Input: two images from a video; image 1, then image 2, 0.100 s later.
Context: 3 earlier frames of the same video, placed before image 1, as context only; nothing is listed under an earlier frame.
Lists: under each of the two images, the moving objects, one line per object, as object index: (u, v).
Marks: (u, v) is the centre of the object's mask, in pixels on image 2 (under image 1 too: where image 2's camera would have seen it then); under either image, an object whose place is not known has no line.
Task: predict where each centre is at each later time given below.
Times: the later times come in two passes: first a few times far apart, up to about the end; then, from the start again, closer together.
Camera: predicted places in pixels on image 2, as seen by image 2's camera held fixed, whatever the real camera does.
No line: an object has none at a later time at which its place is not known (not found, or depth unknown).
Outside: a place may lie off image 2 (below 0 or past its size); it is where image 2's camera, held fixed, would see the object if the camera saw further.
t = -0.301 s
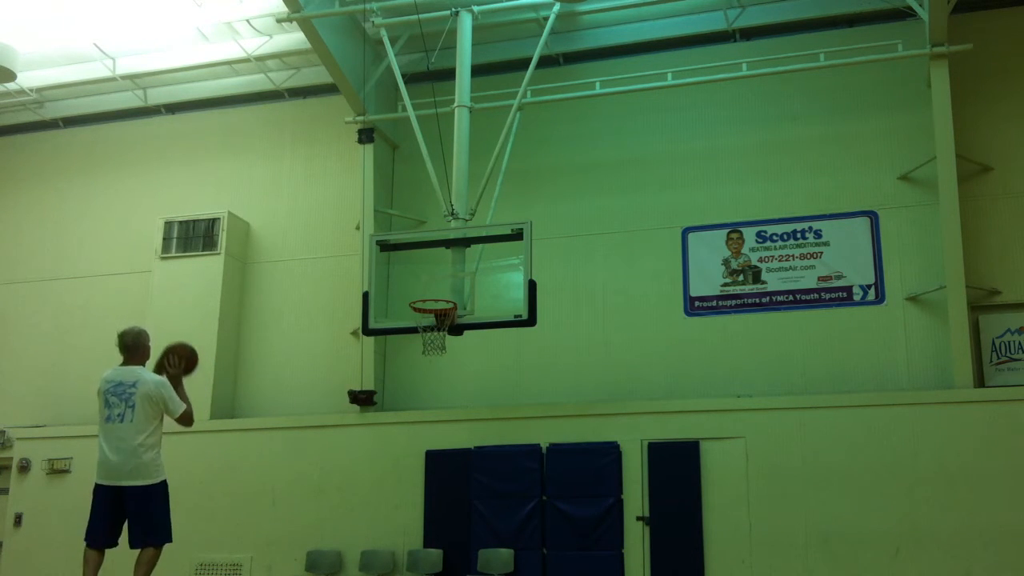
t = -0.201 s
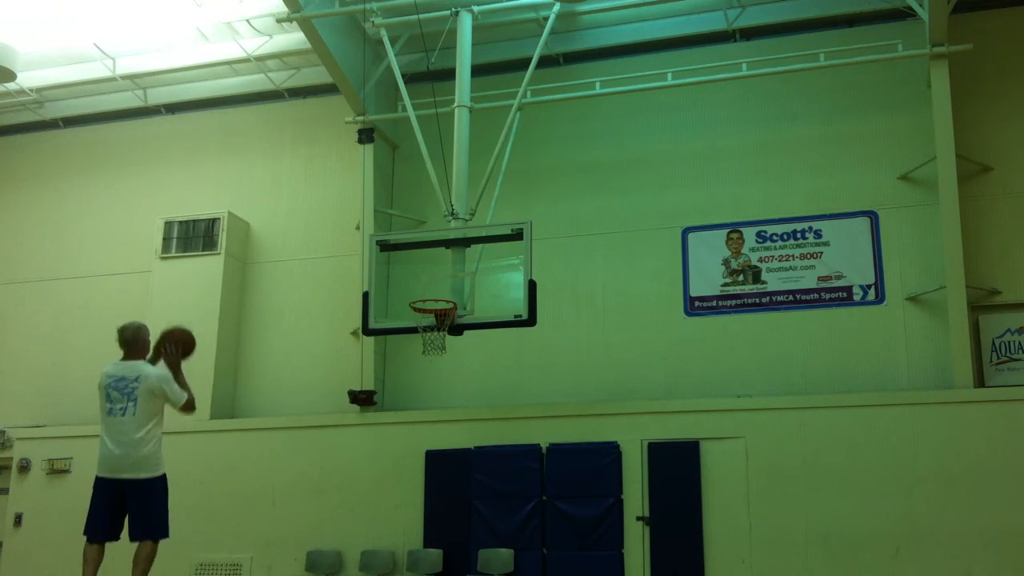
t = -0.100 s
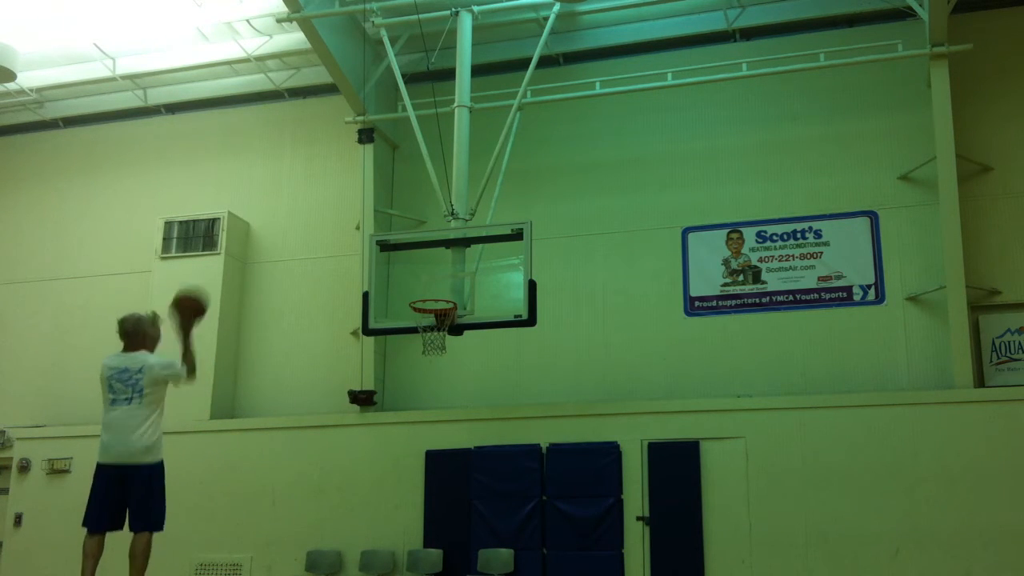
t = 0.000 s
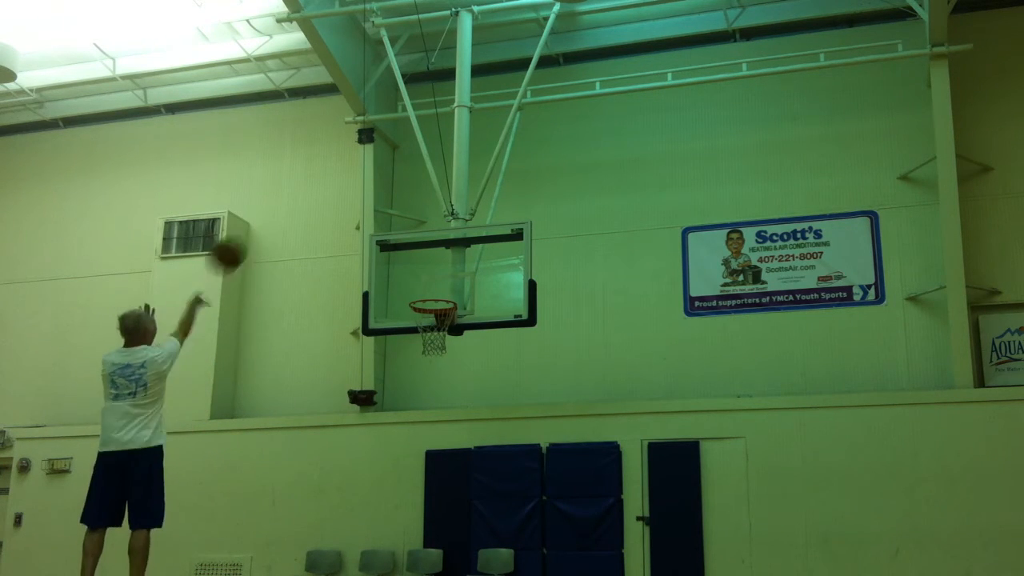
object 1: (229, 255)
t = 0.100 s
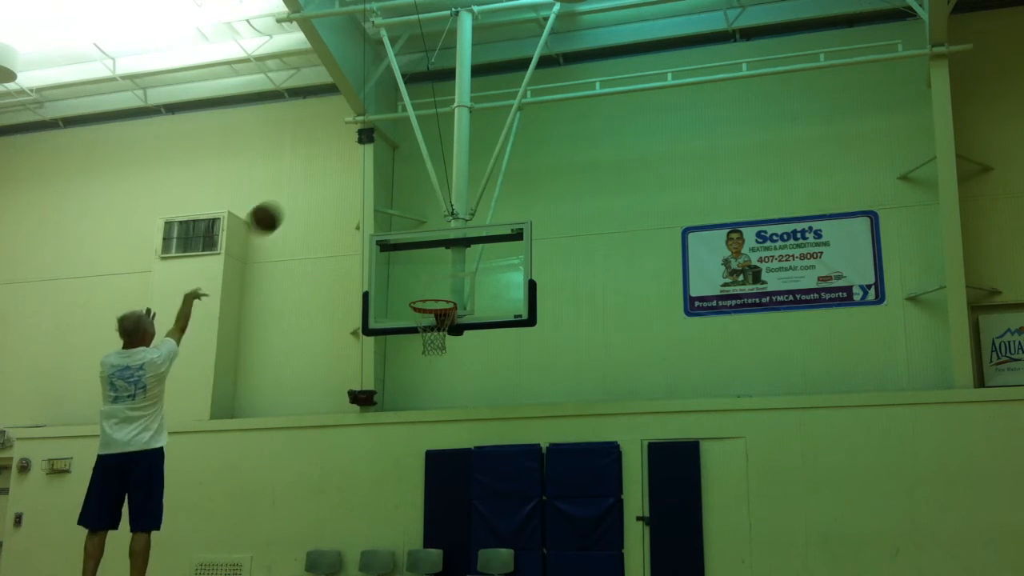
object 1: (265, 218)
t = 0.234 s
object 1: (308, 193)
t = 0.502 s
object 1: (375, 203)
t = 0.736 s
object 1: (422, 264)
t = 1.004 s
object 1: (412, 339)
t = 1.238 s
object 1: (382, 392)
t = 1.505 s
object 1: (340, 529)
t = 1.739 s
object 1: (318, 532)
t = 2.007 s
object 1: (307, 446)
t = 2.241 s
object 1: (293, 431)
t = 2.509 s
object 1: (271, 491)
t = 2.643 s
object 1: (258, 554)
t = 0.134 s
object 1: (277, 209)
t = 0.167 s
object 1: (287, 203)
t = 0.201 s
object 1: (298, 197)
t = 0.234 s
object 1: (308, 193)
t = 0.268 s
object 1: (317, 190)
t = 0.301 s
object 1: (326, 189)
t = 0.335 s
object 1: (335, 188)
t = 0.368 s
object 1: (343, 189)
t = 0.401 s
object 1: (352, 191)
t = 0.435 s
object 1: (359, 193)
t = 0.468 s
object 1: (367, 198)
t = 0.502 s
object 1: (375, 203)
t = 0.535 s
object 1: (383, 209)
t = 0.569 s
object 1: (390, 216)
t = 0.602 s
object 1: (396, 223)
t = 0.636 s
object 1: (403, 231)
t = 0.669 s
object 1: (410, 242)
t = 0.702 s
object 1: (417, 253)
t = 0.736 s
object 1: (422, 264)
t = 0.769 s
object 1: (428, 275)
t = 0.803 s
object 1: (433, 287)
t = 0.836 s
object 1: (439, 299)
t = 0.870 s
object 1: (439, 314)
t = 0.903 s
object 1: (427, 323)
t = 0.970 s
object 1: (417, 337)
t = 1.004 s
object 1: (412, 339)
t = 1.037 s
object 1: (408, 345)
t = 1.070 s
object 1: (404, 350)
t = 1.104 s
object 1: (400, 356)
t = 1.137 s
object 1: (395, 363)
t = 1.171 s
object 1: (391, 372)
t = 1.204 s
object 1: (386, 381)
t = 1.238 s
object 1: (382, 392)
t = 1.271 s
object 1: (377, 404)
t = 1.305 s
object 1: (371, 419)
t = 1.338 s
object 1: (366, 435)
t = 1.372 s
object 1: (362, 450)
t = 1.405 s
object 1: (356, 469)
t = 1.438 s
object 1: (351, 488)
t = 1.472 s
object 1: (345, 509)
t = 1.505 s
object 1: (340, 529)
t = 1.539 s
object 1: (334, 555)
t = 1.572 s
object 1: (331, 568)
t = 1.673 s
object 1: (321, 565)
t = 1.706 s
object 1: (319, 548)
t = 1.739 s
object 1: (318, 532)
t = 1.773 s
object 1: (317, 518)
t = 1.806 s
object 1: (316, 504)
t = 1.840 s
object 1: (314, 491)
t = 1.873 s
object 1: (313, 480)
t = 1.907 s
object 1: (312, 470)
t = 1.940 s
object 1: (310, 461)
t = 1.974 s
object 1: (309, 453)
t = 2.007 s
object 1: (307, 446)
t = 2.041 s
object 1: (305, 440)
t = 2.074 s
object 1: (304, 436)
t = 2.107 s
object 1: (301, 433)
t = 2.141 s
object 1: (300, 430)
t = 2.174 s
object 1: (297, 429)
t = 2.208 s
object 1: (295, 430)
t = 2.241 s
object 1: (293, 431)
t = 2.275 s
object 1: (291, 434)
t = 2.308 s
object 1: (288, 438)
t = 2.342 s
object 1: (286, 444)
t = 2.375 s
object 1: (283, 450)
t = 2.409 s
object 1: (280, 458)
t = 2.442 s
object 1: (277, 468)
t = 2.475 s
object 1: (274, 478)
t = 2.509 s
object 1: (271, 491)
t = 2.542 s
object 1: (268, 504)
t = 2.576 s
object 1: (265, 519)
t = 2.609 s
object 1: (261, 536)
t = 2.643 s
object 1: (258, 554)
